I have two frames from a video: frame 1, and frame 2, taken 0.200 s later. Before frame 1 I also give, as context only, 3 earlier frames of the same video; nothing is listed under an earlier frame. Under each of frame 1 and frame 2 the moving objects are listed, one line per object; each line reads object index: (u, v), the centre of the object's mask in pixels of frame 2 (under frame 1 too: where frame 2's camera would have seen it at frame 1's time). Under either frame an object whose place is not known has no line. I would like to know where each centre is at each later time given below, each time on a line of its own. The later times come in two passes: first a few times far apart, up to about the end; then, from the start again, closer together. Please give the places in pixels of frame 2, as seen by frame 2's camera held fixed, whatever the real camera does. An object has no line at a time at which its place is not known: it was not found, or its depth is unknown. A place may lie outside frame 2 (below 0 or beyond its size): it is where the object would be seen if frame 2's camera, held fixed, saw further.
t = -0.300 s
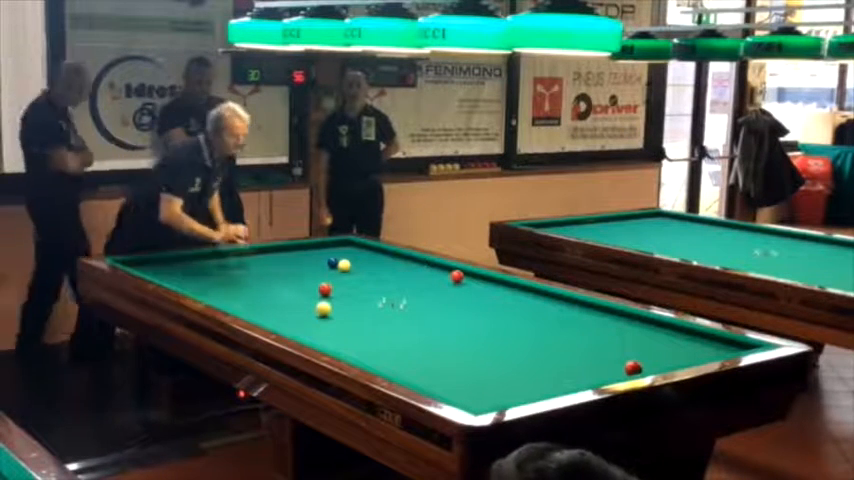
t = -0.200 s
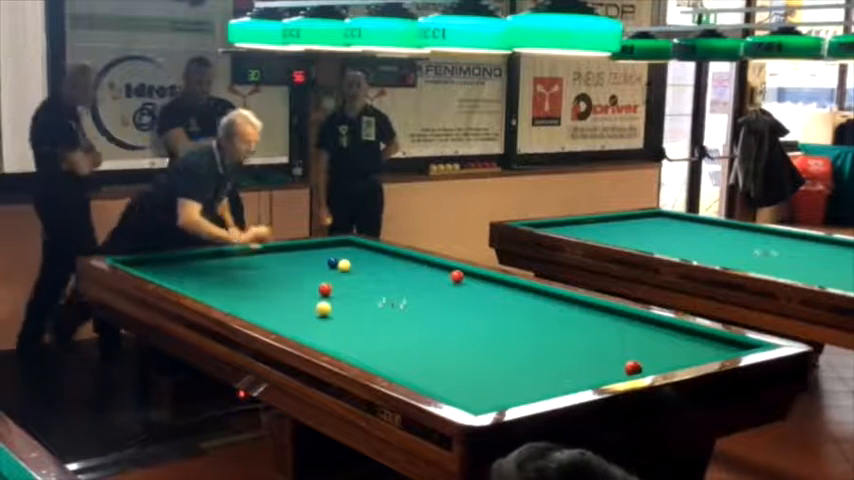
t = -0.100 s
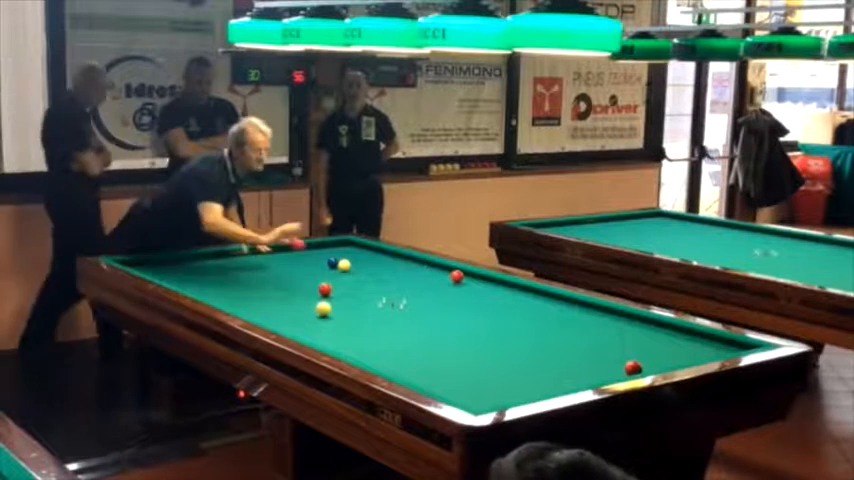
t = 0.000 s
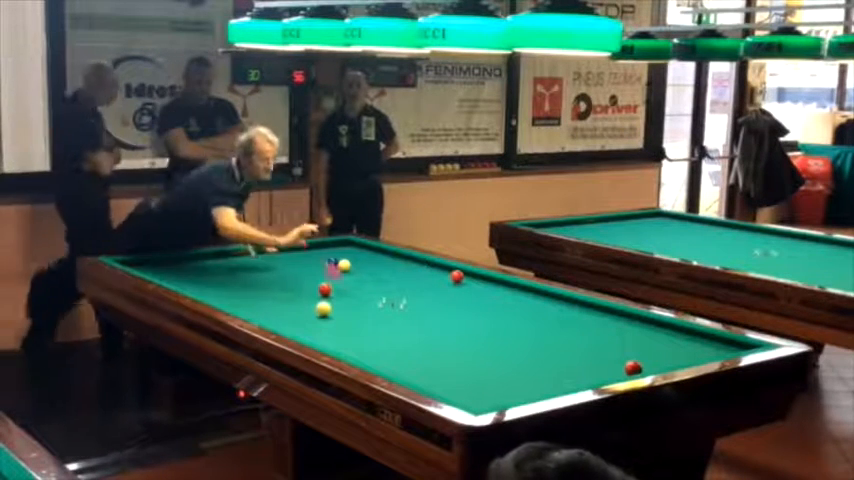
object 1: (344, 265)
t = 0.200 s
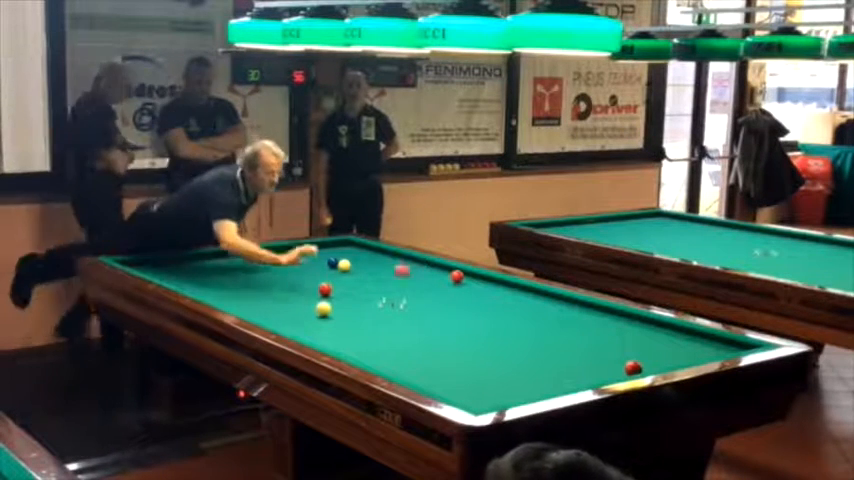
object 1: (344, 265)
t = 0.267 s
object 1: (344, 265)
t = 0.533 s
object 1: (344, 265)
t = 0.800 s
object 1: (344, 265)
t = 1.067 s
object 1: (344, 265)
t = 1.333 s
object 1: (344, 265)
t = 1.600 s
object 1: (344, 265)
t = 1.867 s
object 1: (344, 265)
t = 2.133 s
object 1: (344, 265)
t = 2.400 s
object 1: (344, 265)
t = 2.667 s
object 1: (344, 265)
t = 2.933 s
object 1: (344, 265)
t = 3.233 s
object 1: (344, 265)
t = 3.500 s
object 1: (344, 265)
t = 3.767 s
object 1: (344, 265)
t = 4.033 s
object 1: (344, 265)
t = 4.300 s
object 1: (344, 265)
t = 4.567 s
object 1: (338, 262)
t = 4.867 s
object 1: (335, 260)
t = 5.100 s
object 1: (336, 261)
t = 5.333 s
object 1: (334, 261)
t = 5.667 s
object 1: (333, 261)
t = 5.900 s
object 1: (332, 260)
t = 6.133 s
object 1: (331, 260)
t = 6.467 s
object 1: (331, 260)
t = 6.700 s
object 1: (331, 260)
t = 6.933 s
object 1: (331, 260)
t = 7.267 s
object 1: (331, 260)
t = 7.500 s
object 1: (331, 260)
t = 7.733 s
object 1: (331, 260)
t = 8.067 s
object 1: (331, 260)
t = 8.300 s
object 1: (331, 260)
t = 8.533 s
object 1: (331, 260)
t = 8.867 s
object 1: (330, 260)
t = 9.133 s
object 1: (330, 260)
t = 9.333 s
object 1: (330, 260)
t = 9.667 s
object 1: (330, 260)
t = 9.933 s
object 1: (330, 260)
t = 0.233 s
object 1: (344, 265)
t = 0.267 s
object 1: (344, 265)
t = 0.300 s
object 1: (344, 265)
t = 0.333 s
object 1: (344, 265)
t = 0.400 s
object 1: (344, 265)
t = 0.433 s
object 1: (344, 265)
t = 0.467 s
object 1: (344, 265)
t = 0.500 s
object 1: (344, 265)
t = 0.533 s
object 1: (344, 265)
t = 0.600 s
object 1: (344, 265)
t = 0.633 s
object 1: (344, 265)
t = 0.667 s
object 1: (344, 265)
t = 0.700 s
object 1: (344, 265)
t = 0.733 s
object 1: (344, 265)
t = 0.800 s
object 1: (344, 265)
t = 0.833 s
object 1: (344, 265)
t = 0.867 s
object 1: (344, 265)
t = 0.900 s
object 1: (344, 265)
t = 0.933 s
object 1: (344, 265)
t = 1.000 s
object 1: (344, 265)
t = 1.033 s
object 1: (344, 265)
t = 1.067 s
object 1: (344, 265)
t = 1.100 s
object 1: (344, 265)
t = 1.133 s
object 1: (344, 265)
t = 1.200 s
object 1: (344, 265)
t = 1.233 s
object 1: (344, 265)
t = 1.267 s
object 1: (344, 265)
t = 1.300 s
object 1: (344, 265)
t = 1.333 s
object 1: (344, 265)
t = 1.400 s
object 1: (344, 265)
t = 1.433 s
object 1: (344, 265)
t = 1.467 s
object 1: (344, 265)
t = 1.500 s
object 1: (344, 265)
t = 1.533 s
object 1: (344, 265)
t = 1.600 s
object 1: (344, 265)
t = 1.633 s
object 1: (344, 265)
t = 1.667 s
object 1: (344, 265)
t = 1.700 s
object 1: (344, 265)
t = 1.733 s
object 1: (344, 265)
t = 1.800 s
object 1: (344, 265)
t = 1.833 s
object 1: (344, 264)
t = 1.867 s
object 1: (344, 265)
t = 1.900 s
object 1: (344, 265)
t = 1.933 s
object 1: (344, 265)
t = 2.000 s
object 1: (344, 265)
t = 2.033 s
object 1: (344, 265)
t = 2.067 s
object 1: (344, 265)
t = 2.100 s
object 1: (344, 265)
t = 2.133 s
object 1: (344, 265)
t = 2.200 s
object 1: (344, 265)
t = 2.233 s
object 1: (344, 265)
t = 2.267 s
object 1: (344, 265)
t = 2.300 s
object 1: (344, 265)
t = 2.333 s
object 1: (344, 265)
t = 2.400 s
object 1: (344, 265)
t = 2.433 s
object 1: (344, 265)
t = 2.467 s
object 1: (344, 265)
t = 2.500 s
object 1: (344, 265)
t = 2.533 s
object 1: (344, 265)
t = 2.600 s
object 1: (344, 265)
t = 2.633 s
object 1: (344, 265)
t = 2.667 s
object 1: (344, 265)
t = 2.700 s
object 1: (344, 265)
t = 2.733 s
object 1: (344, 265)
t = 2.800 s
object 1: (344, 265)
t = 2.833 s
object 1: (344, 265)
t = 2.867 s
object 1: (344, 265)
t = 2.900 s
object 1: (344, 265)
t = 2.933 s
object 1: (344, 265)
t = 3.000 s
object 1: (344, 265)
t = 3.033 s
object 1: (344, 265)
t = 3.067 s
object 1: (344, 265)
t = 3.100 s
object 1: (344, 265)
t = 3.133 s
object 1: (344, 265)
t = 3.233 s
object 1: (344, 265)
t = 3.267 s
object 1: (344, 265)
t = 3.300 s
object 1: (344, 265)
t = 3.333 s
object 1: (344, 265)
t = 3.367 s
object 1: (344, 265)
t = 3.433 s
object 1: (344, 265)
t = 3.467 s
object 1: (344, 265)
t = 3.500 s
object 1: (344, 265)
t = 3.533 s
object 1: (344, 265)
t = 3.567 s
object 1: (344, 265)
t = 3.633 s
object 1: (344, 265)
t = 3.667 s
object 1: (344, 265)
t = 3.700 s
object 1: (344, 265)
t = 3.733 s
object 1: (344, 265)
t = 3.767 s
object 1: (344, 265)
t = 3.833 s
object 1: (344, 265)
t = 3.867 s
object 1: (345, 265)
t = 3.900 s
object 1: (344, 265)
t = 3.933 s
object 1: (344, 265)
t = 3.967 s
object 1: (344, 265)
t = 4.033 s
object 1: (344, 265)
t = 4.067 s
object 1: (344, 265)
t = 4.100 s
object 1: (344, 265)
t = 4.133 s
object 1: (344, 265)
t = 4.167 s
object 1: (344, 265)
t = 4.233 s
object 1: (344, 265)
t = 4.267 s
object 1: (344, 265)
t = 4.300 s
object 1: (344, 265)
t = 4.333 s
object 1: (344, 264)
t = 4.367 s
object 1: (344, 264)
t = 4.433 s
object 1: (343, 264)
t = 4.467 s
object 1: (341, 264)
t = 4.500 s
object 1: (339, 263)
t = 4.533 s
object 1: (338, 262)
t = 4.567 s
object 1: (338, 262)
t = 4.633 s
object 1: (337, 261)
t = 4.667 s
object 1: (337, 261)
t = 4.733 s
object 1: (336, 261)
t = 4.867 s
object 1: (335, 260)
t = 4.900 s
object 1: (335, 260)
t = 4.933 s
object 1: (336, 259)
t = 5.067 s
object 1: (336, 262)
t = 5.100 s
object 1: (336, 261)
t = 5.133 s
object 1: (335, 261)
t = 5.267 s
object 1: (334, 261)
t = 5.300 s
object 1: (334, 261)
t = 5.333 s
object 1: (334, 261)
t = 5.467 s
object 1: (333, 261)
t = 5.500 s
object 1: (333, 261)
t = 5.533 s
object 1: (333, 261)
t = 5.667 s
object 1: (333, 261)
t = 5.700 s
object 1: (333, 261)
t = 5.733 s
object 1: (333, 261)
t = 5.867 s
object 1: (332, 261)
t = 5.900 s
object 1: (332, 260)
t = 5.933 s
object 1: (332, 261)
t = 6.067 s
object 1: (331, 260)
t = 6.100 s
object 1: (331, 260)
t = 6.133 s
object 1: (331, 260)
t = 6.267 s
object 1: (331, 260)
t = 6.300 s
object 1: (331, 260)
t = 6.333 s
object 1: (331, 260)
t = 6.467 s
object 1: (331, 260)
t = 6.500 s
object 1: (331, 260)
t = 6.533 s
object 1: (331, 260)
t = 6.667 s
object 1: (331, 260)
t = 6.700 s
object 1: (331, 260)
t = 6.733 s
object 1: (331, 260)
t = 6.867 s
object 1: (331, 260)
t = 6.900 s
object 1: (331, 260)
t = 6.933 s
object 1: (331, 260)
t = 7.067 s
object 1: (331, 260)
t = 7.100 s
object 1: (331, 260)
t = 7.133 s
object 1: (331, 260)
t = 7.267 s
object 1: (331, 260)
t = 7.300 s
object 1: (331, 260)
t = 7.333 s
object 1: (331, 260)
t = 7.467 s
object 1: (331, 260)
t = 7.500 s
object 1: (331, 260)
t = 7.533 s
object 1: (331, 260)
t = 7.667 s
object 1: (331, 260)
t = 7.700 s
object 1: (331, 260)
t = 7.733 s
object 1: (331, 260)
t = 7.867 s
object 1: (331, 260)
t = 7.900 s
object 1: (330, 260)
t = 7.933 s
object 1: (331, 260)
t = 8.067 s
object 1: (331, 260)
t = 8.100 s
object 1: (331, 260)
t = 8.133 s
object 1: (331, 260)
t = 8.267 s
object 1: (331, 260)
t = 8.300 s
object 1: (331, 260)
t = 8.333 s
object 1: (331, 260)
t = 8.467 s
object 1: (331, 260)
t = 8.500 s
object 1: (331, 260)
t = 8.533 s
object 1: (331, 260)
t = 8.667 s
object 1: (330, 260)
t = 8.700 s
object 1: (330, 260)
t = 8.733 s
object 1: (330, 260)
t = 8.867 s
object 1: (330, 260)
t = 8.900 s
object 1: (330, 260)
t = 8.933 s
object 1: (330, 260)
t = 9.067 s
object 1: (330, 260)
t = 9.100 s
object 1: (330, 260)
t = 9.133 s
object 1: (330, 260)
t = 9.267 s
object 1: (330, 260)
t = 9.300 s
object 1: (330, 260)
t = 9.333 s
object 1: (330, 260)
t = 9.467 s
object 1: (330, 260)
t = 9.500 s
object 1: (330, 260)
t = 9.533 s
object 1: (330, 260)
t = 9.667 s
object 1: (330, 260)
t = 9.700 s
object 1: (330, 260)
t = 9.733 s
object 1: (330, 260)
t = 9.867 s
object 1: (330, 260)
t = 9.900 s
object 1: (330, 260)
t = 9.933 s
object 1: (330, 260)
